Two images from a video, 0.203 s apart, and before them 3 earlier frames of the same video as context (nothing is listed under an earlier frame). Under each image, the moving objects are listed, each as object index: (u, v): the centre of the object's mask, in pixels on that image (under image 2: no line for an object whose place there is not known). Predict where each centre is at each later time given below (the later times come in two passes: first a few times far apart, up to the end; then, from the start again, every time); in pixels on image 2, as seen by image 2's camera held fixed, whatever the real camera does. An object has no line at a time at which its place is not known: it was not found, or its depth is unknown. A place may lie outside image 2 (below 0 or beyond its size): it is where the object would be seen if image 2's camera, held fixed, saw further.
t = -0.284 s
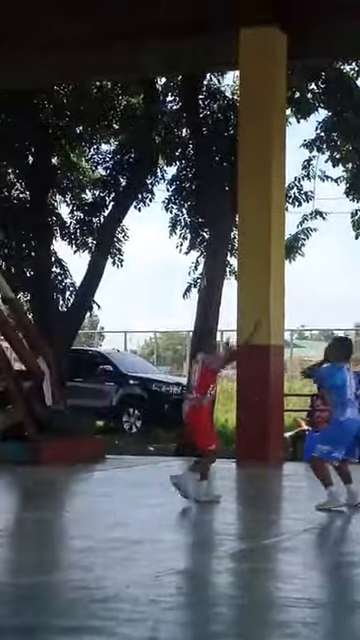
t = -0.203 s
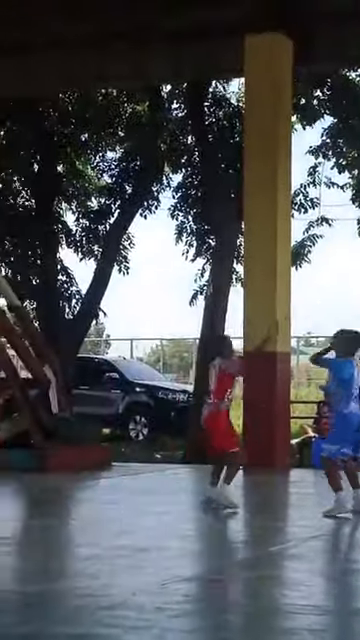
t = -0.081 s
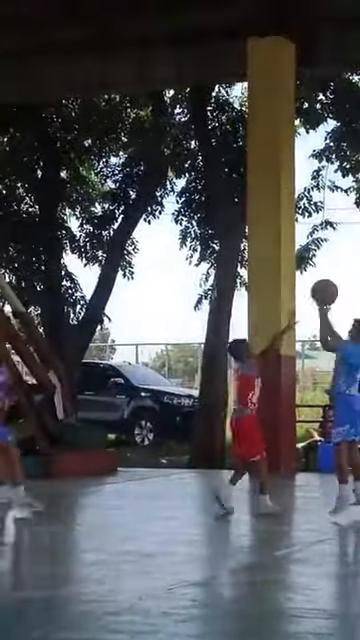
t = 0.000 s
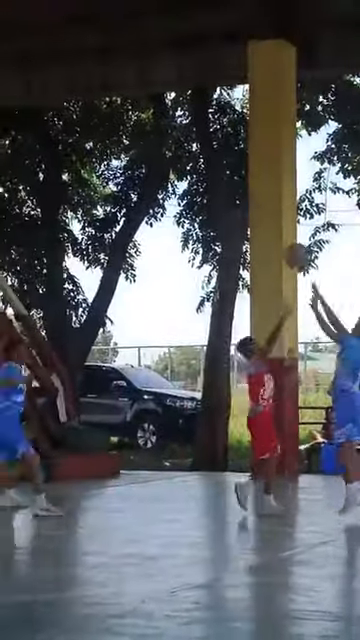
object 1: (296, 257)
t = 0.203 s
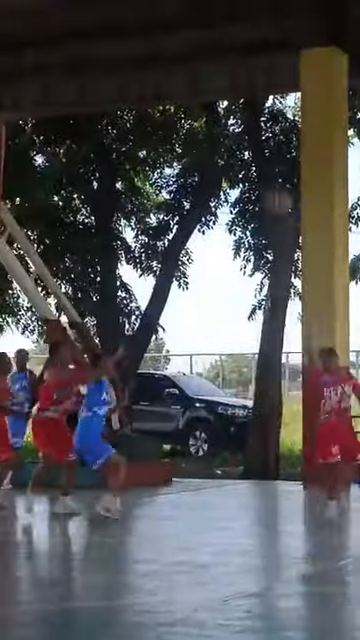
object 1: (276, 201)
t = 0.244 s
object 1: (264, 194)
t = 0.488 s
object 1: (183, 190)
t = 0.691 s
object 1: (112, 235)
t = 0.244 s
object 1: (264, 194)
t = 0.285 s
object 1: (249, 189)
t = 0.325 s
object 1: (235, 185)
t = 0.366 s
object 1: (221, 184)
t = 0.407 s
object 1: (207, 184)
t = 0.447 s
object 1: (193, 185)
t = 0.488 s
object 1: (183, 190)
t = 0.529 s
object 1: (168, 197)
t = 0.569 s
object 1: (152, 202)
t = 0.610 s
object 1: (141, 212)
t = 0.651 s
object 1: (124, 224)
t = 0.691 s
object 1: (112, 235)
